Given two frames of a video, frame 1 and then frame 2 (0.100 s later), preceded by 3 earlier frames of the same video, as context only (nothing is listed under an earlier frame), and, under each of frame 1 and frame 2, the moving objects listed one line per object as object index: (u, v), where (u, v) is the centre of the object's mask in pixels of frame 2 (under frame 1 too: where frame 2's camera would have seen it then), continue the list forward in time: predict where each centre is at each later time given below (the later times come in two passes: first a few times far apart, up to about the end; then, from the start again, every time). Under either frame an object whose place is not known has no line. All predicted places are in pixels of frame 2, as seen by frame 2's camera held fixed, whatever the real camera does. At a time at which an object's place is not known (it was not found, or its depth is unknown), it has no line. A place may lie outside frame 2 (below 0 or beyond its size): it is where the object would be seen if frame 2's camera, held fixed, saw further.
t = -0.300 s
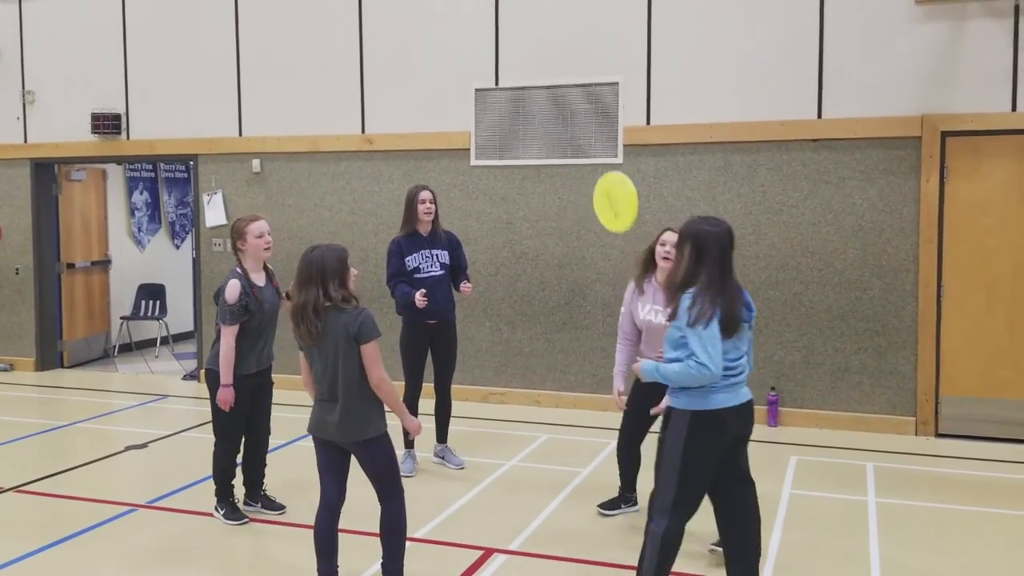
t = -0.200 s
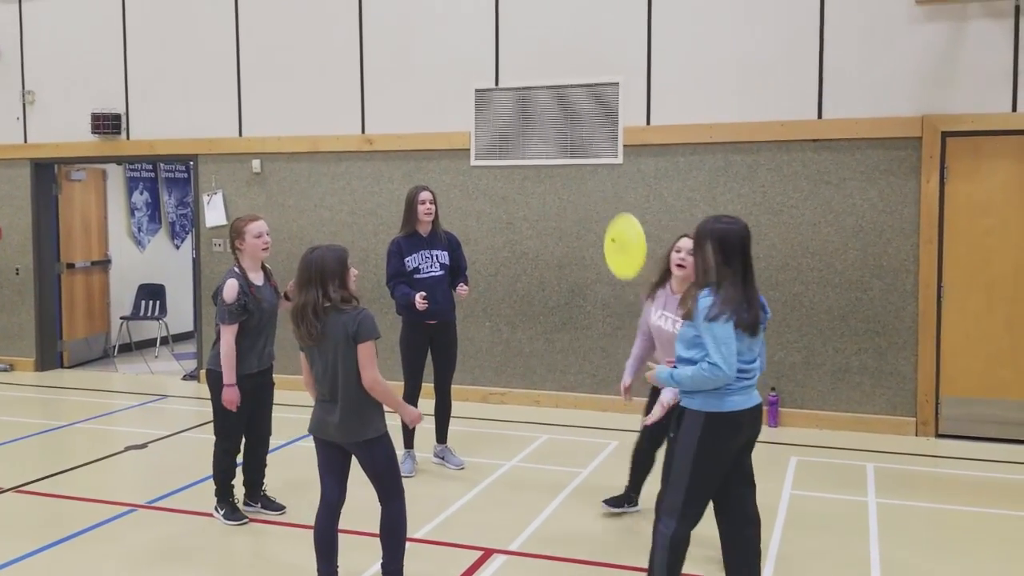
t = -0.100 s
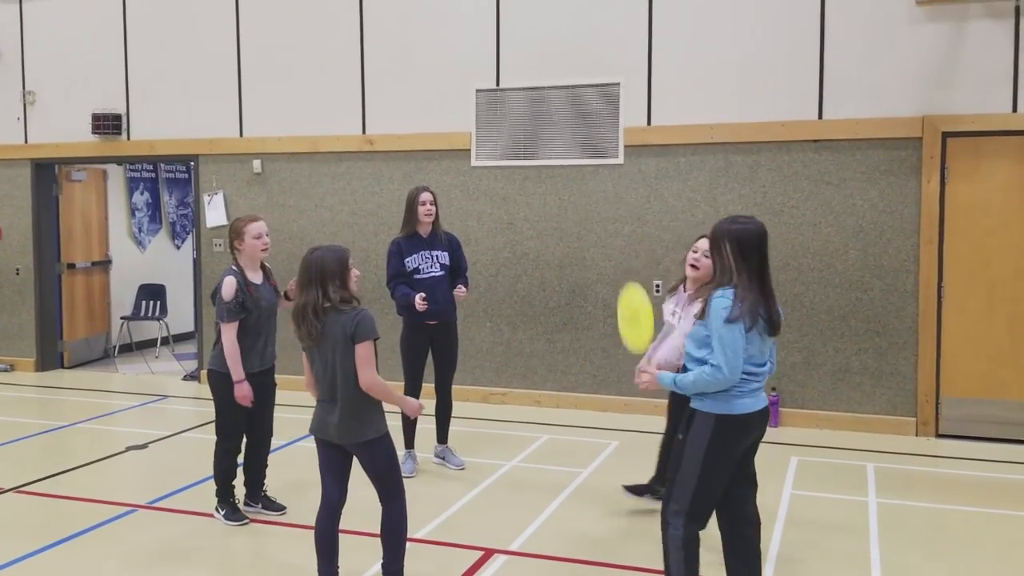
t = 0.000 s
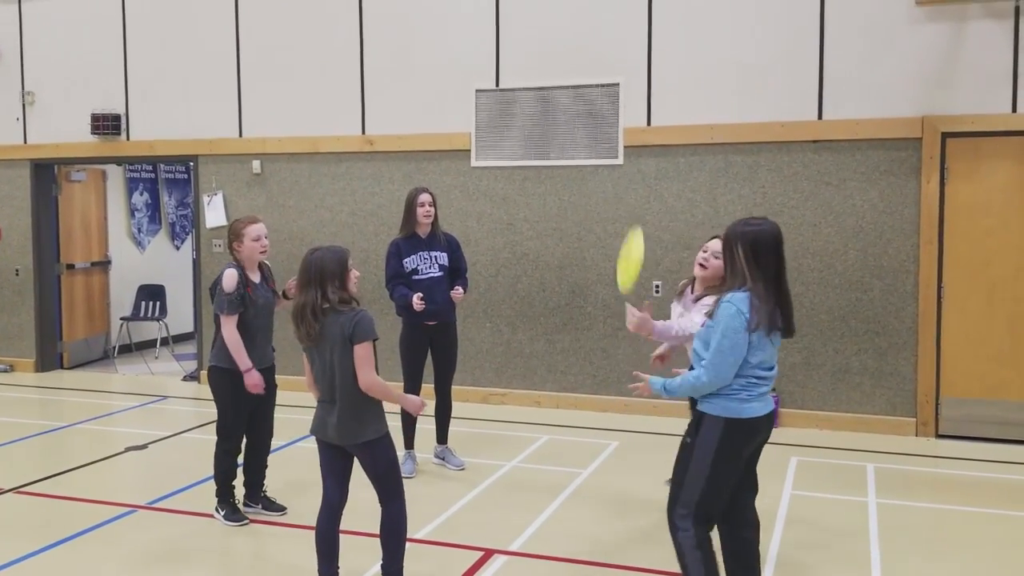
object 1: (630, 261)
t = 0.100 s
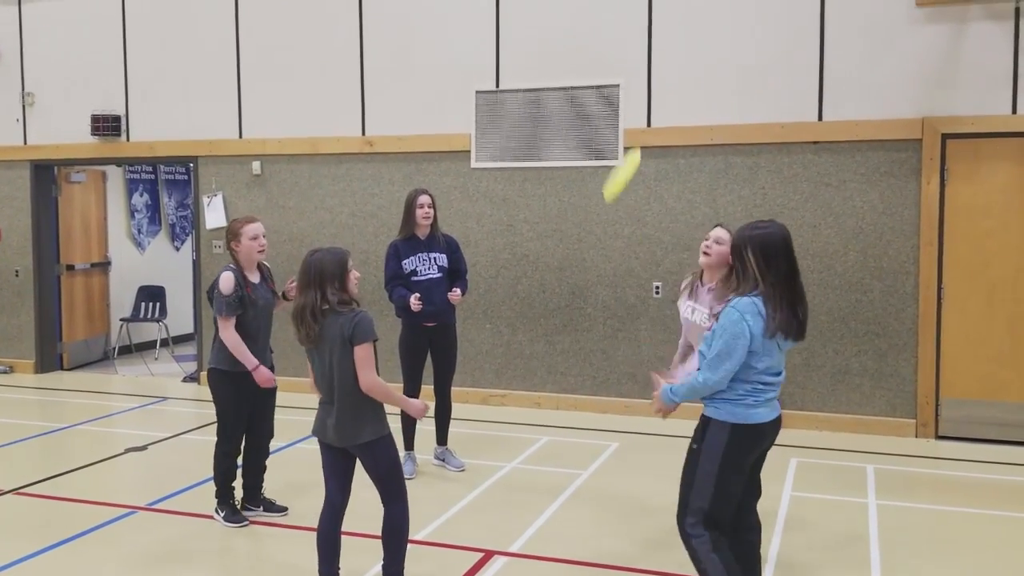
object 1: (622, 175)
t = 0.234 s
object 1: (616, 103)
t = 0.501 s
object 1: (605, 88)
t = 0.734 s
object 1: (585, 189)
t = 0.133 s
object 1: (620, 152)
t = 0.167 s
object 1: (618, 133)
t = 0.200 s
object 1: (617, 117)
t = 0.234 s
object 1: (616, 103)
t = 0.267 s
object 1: (615, 92)
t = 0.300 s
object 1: (614, 84)
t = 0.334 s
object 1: (612, 78)
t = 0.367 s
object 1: (611, 76)
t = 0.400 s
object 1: (610, 75)
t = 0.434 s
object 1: (608, 76)
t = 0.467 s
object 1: (607, 81)
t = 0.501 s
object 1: (605, 88)
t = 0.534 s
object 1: (603, 97)
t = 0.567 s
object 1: (601, 108)
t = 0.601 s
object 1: (598, 121)
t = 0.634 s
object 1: (596, 135)
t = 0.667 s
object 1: (593, 151)
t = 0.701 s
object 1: (589, 169)
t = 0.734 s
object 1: (585, 189)
